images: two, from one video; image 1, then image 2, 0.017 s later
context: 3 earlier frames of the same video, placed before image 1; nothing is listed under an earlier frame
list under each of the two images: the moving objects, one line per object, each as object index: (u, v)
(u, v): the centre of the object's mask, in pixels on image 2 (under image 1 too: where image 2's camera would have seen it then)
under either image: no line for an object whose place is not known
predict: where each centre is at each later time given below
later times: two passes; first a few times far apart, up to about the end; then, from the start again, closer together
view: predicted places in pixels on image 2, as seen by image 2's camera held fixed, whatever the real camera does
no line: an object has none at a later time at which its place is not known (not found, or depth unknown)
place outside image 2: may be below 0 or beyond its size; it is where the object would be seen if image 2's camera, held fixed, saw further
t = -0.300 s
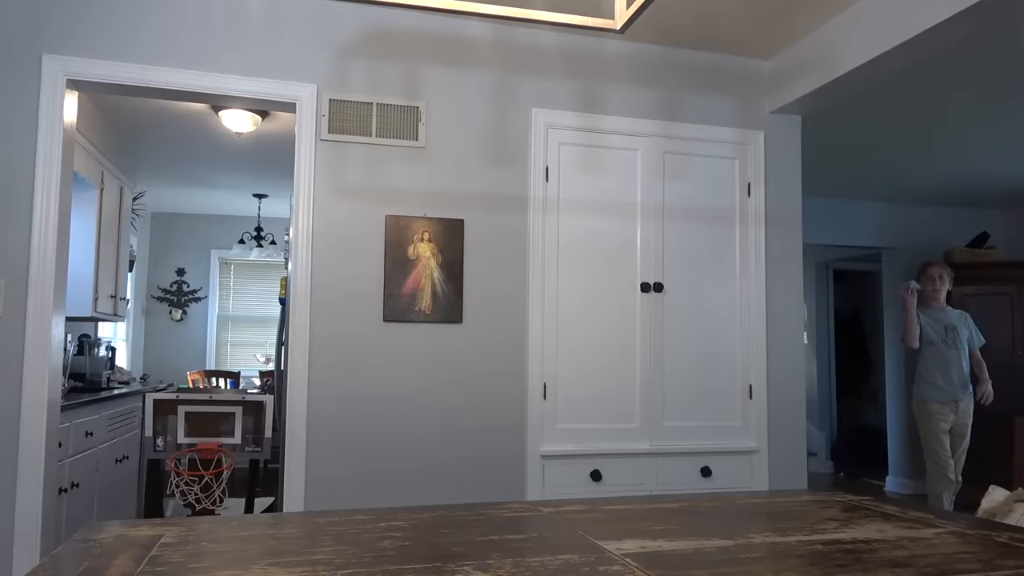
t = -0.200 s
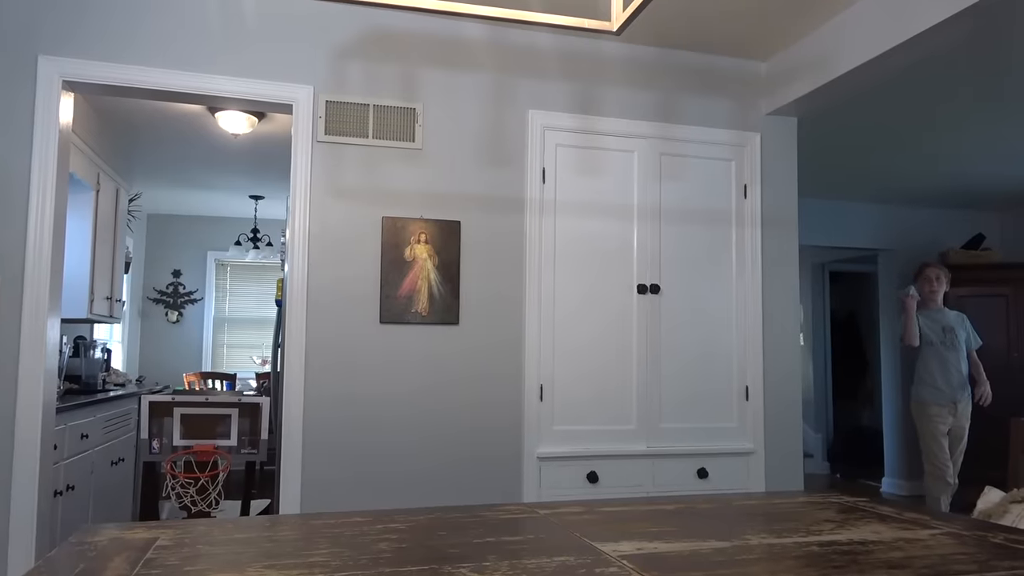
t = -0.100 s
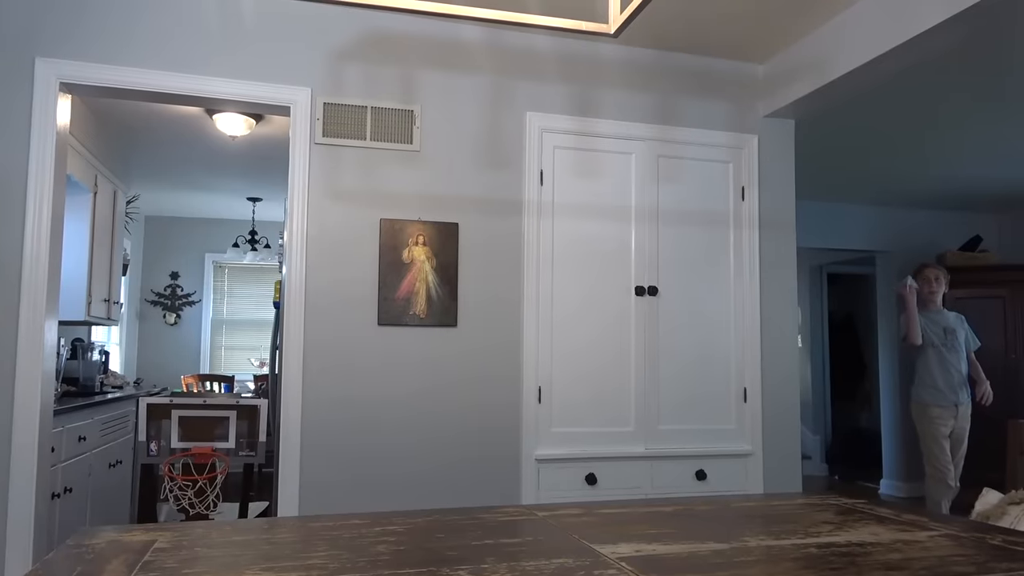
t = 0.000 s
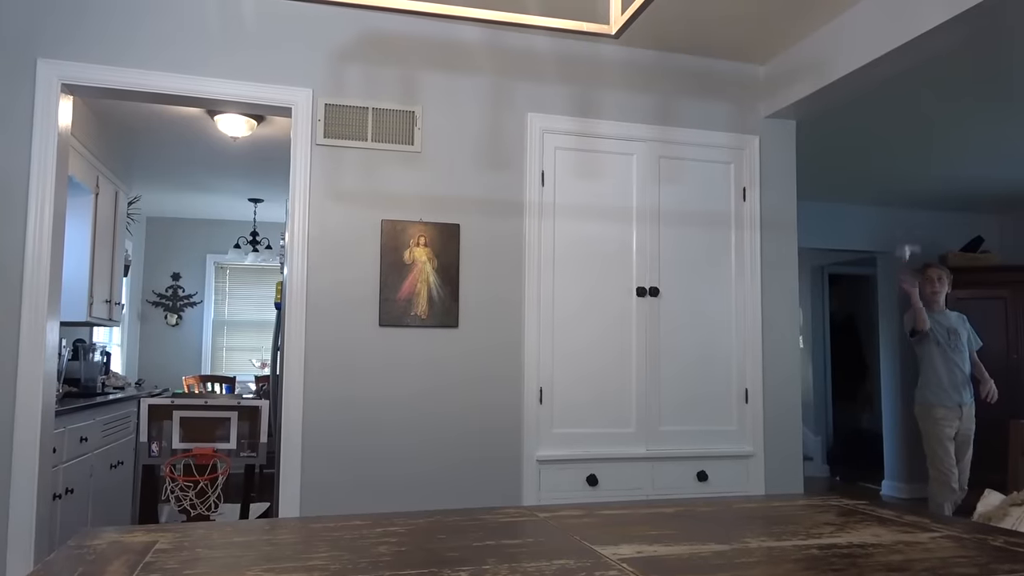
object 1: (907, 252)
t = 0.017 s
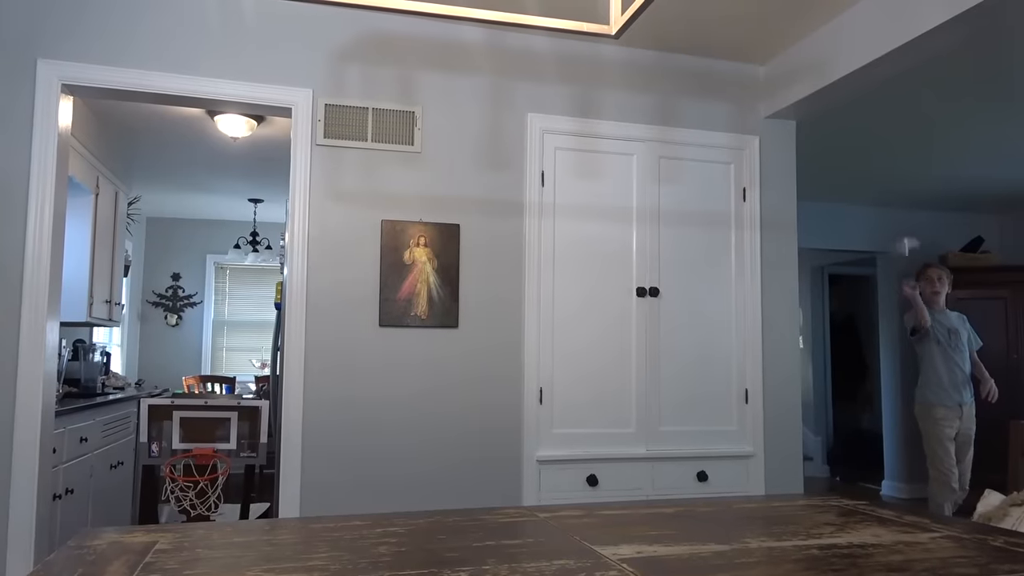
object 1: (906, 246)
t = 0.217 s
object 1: (871, 142)
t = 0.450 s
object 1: (743, 32)
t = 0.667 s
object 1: (545, 36)
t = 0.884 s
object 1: (324, 173)
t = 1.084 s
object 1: (178, 386)
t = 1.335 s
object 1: (205, 478)
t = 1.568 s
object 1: (199, 511)
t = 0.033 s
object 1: (905, 240)
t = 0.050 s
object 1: (902, 232)
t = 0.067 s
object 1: (902, 223)
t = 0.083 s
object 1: (897, 216)
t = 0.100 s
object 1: (896, 207)
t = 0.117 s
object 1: (894, 198)
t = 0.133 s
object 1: (890, 190)
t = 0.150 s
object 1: (888, 180)
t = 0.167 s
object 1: (884, 171)
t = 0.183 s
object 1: (880, 161)
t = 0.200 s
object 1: (876, 151)
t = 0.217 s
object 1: (871, 142)
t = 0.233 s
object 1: (867, 132)
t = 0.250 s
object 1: (860, 122)
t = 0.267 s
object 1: (853, 113)
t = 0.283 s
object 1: (846, 103)
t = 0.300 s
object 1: (839, 95)
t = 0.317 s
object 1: (830, 87)
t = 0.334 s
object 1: (822, 78)
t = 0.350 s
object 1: (810, 66)
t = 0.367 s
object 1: (798, 59)
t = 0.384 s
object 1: (788, 55)
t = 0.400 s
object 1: (778, 49)
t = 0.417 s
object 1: (767, 42)
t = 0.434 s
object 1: (755, 37)
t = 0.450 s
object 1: (743, 32)
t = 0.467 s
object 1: (730, 28)
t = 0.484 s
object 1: (717, 24)
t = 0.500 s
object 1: (704, 21)
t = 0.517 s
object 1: (689, 20)
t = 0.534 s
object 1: (673, 19)
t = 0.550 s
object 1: (661, 21)
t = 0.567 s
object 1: (649, 23)
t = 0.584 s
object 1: (637, 30)
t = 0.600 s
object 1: (599, 13)
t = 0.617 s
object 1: (595, 21)
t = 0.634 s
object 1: (583, 23)
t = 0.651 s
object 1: (562, 32)
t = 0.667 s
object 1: (545, 36)
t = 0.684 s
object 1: (527, 46)
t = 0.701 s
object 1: (510, 50)
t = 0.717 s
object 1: (494, 55)
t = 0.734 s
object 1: (477, 61)
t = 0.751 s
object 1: (459, 70)
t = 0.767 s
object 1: (441, 80)
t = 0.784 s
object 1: (424, 89)
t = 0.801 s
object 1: (406, 102)
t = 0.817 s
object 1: (388, 114)
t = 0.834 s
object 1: (373, 127)
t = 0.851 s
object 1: (354, 141)
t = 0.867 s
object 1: (337, 157)
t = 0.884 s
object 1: (324, 173)
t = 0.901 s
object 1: (313, 195)
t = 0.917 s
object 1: (287, 203)
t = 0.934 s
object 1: (273, 221)
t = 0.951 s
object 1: (262, 241)
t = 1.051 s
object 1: (193, 354)
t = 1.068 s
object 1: (192, 373)
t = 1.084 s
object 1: (178, 386)
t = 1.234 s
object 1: (196, 460)
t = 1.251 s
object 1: (199, 464)
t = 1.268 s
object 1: (201, 468)
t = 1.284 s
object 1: (203, 473)
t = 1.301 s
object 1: (205, 474)
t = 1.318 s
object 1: (208, 475)
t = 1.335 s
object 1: (205, 478)
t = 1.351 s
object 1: (205, 480)
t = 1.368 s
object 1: (204, 485)
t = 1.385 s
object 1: (203, 487)
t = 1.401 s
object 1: (203, 489)
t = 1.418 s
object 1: (202, 492)
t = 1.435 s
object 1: (202, 496)
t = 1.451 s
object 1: (201, 499)
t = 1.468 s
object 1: (201, 501)
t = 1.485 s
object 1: (201, 502)
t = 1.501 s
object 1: (201, 505)
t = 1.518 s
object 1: (201, 507)
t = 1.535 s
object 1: (199, 507)
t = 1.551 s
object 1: (199, 510)
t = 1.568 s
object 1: (199, 511)
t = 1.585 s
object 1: (197, 514)
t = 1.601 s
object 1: (200, 514)
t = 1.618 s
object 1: (200, 515)
